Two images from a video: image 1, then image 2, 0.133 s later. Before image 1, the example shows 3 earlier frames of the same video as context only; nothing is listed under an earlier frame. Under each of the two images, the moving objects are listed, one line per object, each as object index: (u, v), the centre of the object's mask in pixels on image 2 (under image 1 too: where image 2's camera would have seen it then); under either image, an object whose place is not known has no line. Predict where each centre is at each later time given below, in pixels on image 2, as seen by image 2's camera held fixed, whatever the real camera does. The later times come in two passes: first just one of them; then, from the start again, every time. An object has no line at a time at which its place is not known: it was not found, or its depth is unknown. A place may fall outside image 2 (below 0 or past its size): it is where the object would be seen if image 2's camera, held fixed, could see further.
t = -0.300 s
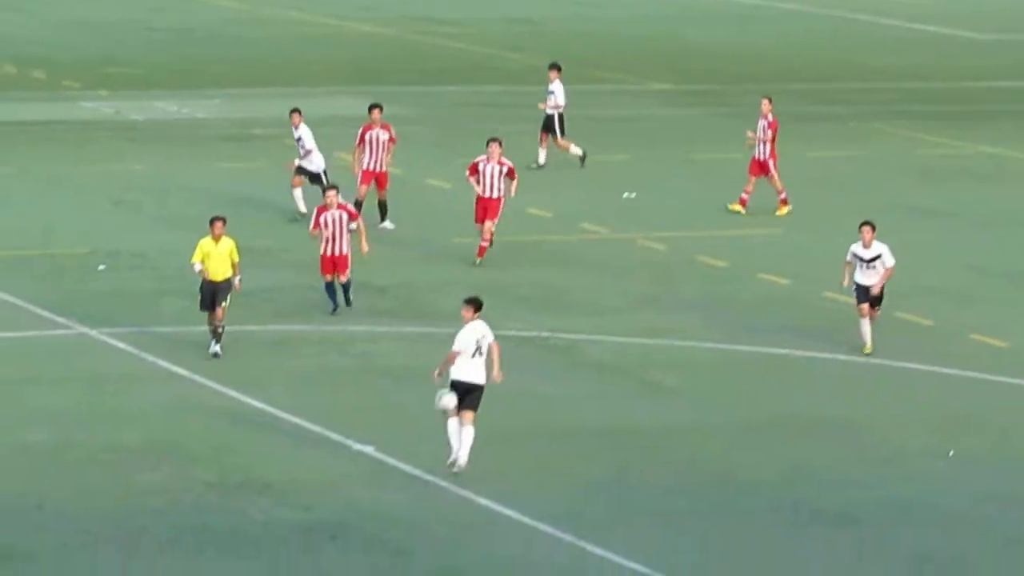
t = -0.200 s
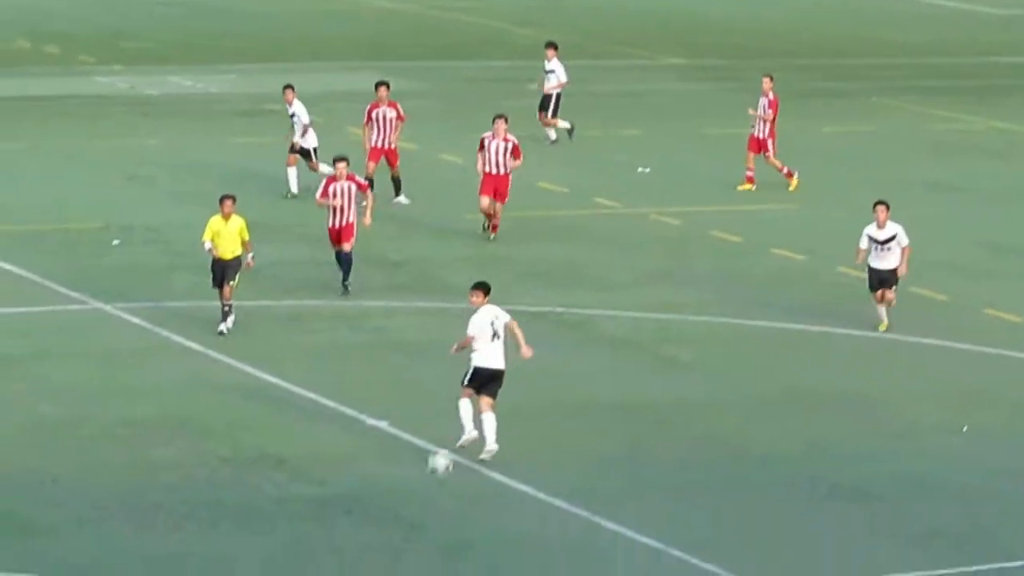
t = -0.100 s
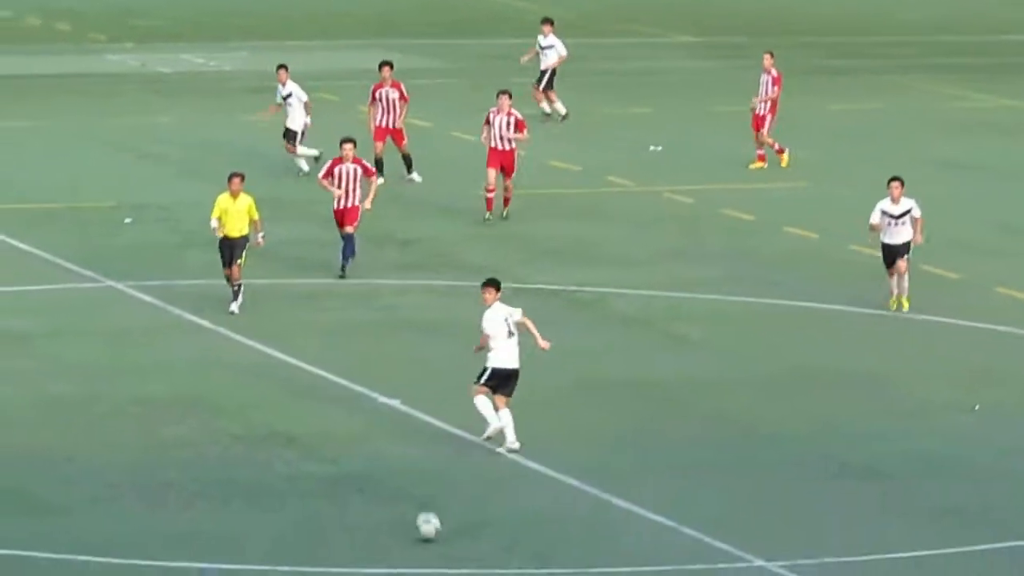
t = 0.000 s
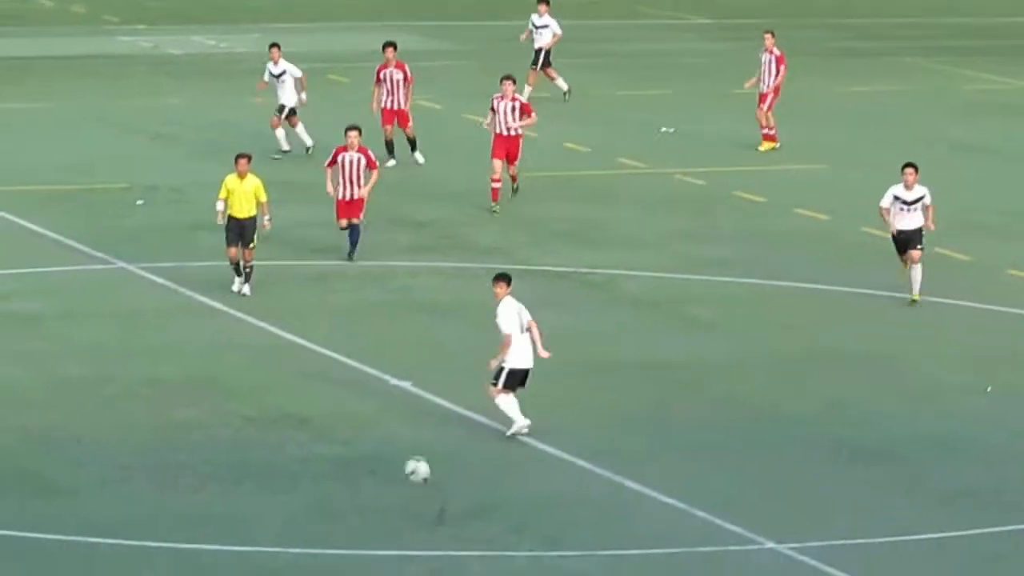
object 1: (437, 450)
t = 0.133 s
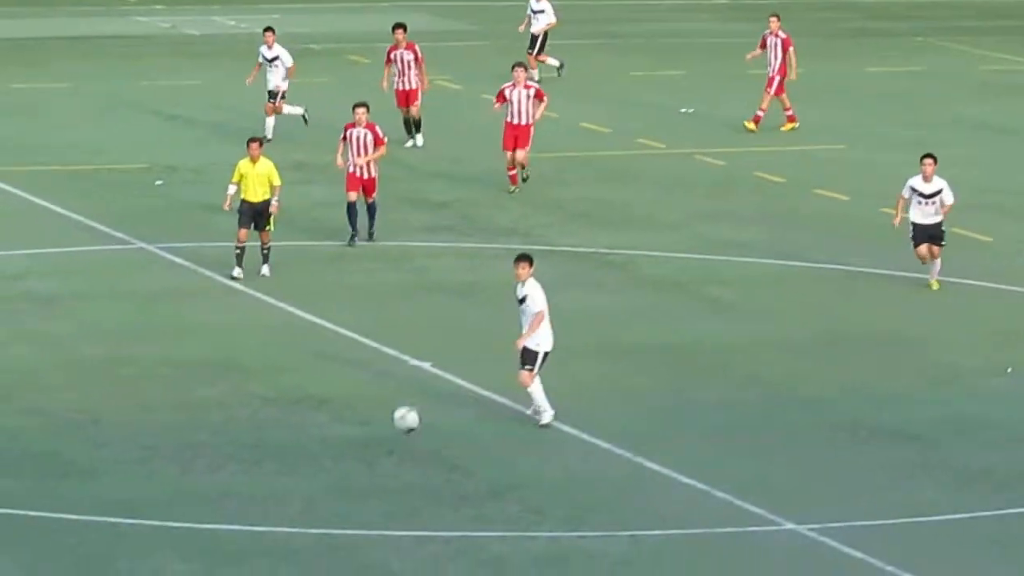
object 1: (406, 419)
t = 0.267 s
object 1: (373, 410)
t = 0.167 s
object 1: (398, 414)
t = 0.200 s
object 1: (390, 412)
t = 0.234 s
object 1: (382, 410)
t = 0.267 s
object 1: (373, 410)
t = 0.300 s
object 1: (365, 411)
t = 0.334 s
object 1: (356, 413)
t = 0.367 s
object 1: (347, 417)
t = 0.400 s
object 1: (338, 423)
